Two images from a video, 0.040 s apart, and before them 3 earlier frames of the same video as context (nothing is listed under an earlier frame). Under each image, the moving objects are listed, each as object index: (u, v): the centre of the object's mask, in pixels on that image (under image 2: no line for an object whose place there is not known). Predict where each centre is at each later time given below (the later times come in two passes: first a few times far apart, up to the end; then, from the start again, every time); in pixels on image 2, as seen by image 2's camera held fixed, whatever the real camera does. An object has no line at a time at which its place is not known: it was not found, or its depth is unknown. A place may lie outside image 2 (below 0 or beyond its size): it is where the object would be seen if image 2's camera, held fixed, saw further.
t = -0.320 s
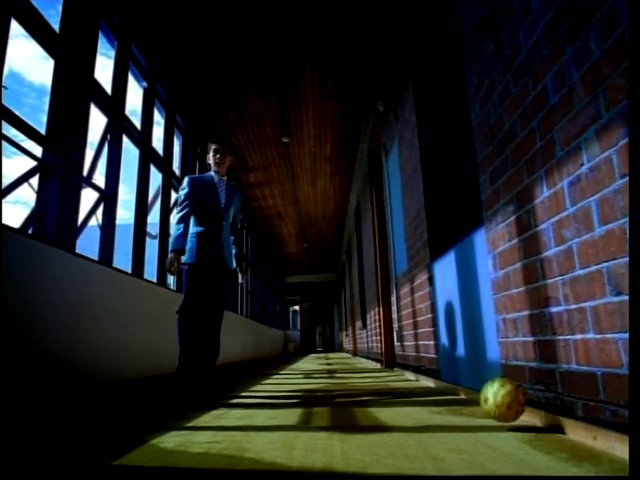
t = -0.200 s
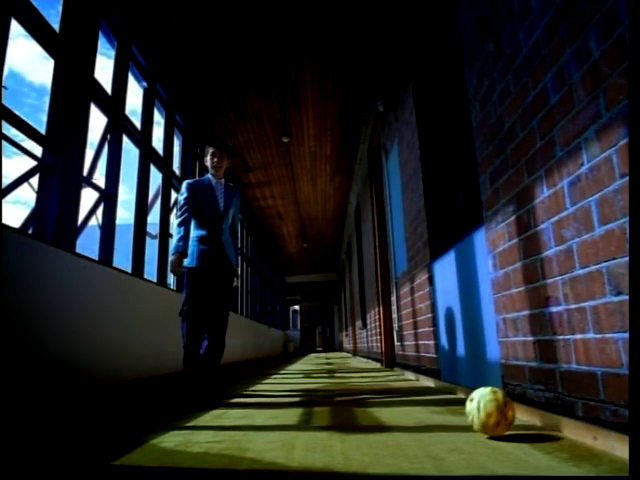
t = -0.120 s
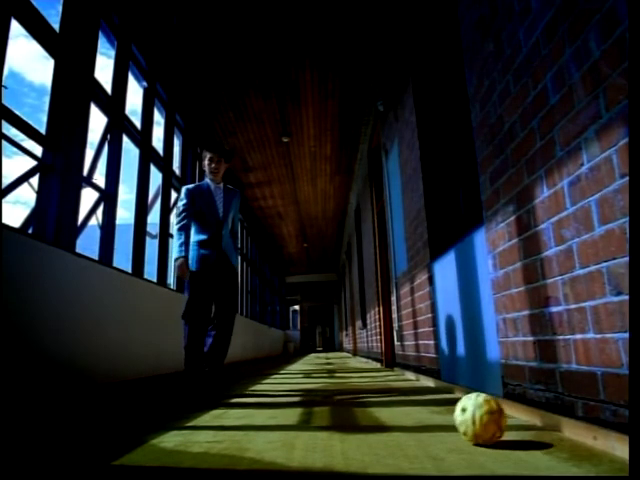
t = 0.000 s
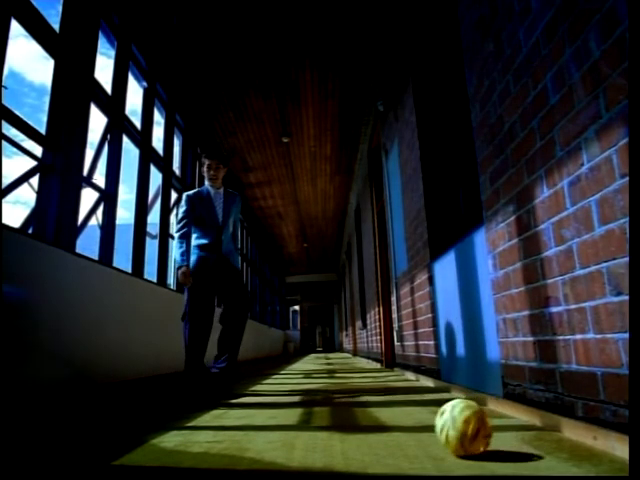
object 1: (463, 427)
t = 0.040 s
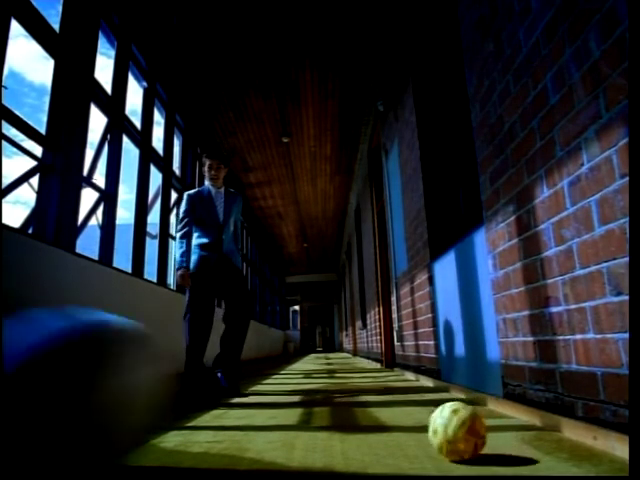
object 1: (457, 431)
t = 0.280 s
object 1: (412, 448)
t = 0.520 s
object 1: (342, 456)
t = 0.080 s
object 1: (450, 435)
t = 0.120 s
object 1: (443, 438)
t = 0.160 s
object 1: (436, 440)
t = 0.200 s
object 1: (428, 443)
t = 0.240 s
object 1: (420, 445)
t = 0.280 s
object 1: (412, 448)
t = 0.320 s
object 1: (402, 450)
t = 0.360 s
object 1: (391, 451)
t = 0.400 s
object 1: (380, 452)
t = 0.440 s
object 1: (368, 453)
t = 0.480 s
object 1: (356, 455)
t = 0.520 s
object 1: (342, 456)
